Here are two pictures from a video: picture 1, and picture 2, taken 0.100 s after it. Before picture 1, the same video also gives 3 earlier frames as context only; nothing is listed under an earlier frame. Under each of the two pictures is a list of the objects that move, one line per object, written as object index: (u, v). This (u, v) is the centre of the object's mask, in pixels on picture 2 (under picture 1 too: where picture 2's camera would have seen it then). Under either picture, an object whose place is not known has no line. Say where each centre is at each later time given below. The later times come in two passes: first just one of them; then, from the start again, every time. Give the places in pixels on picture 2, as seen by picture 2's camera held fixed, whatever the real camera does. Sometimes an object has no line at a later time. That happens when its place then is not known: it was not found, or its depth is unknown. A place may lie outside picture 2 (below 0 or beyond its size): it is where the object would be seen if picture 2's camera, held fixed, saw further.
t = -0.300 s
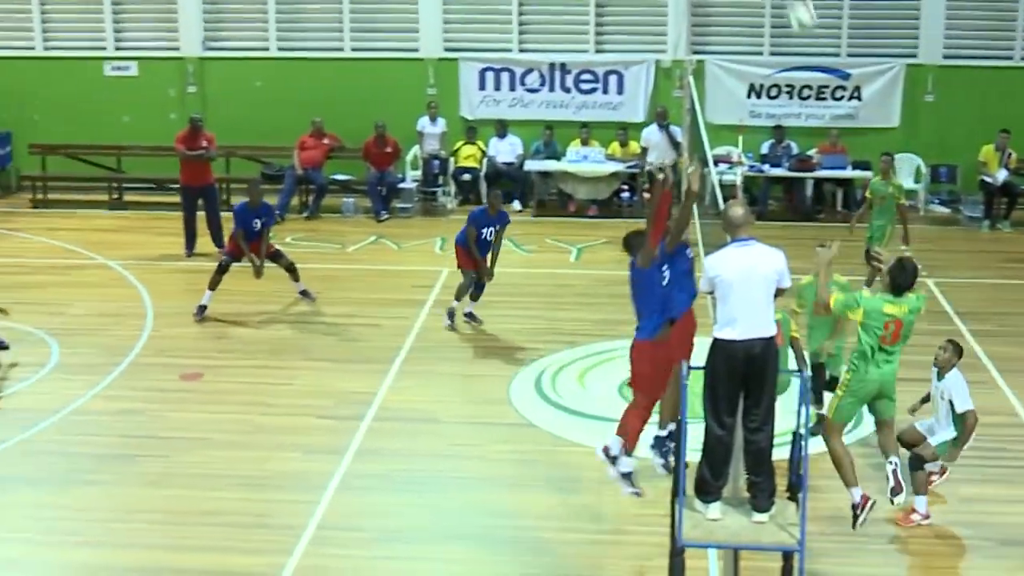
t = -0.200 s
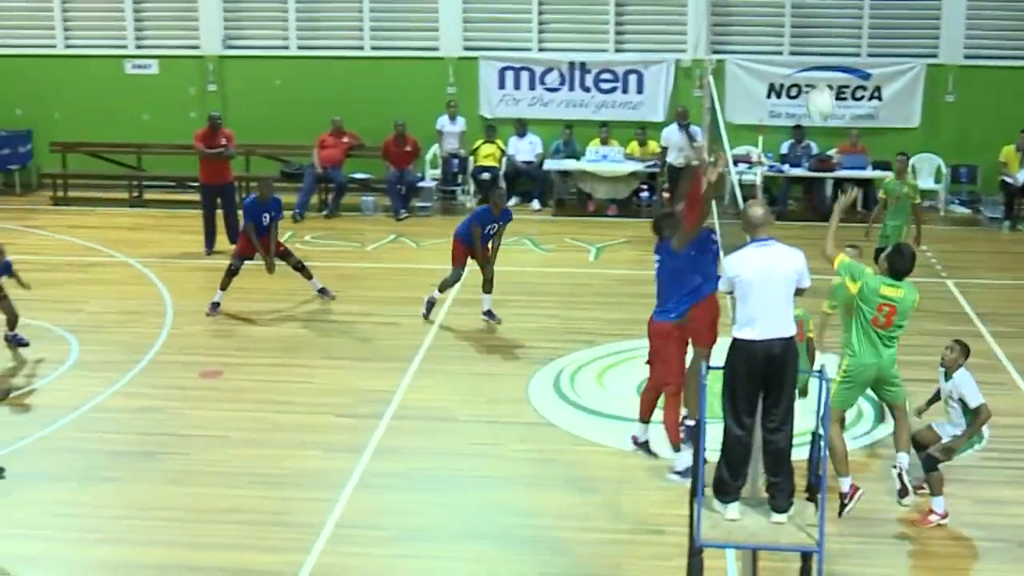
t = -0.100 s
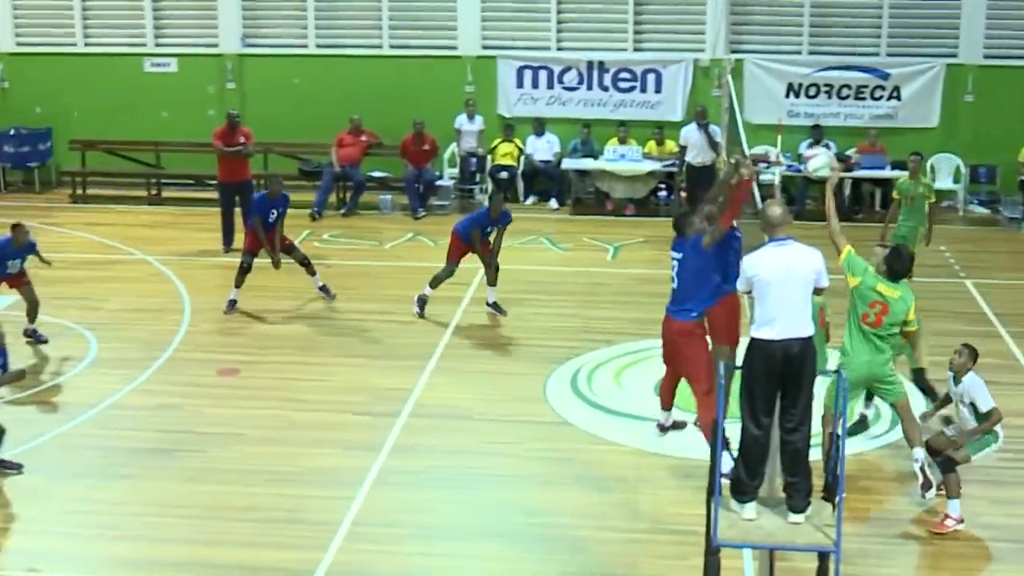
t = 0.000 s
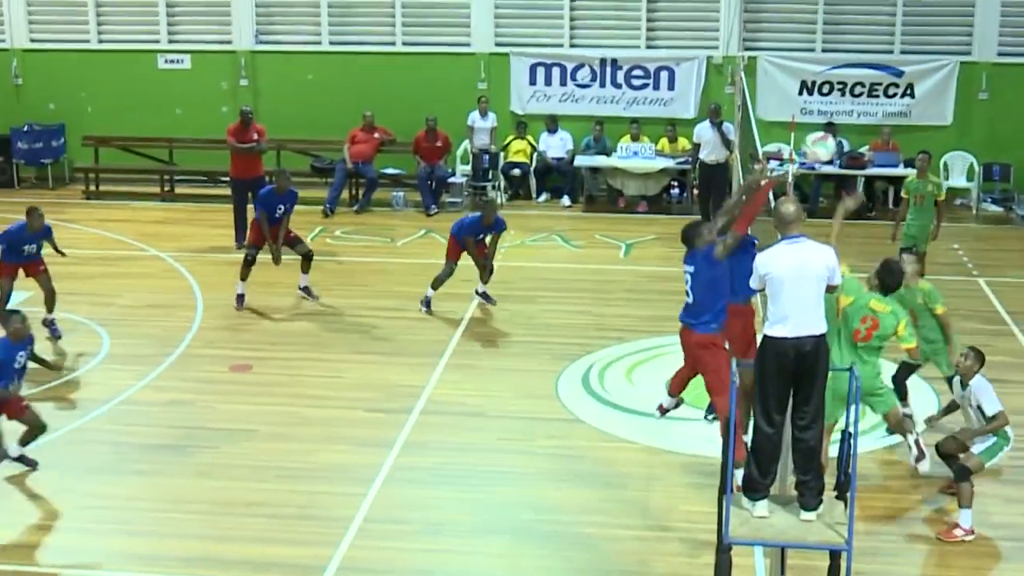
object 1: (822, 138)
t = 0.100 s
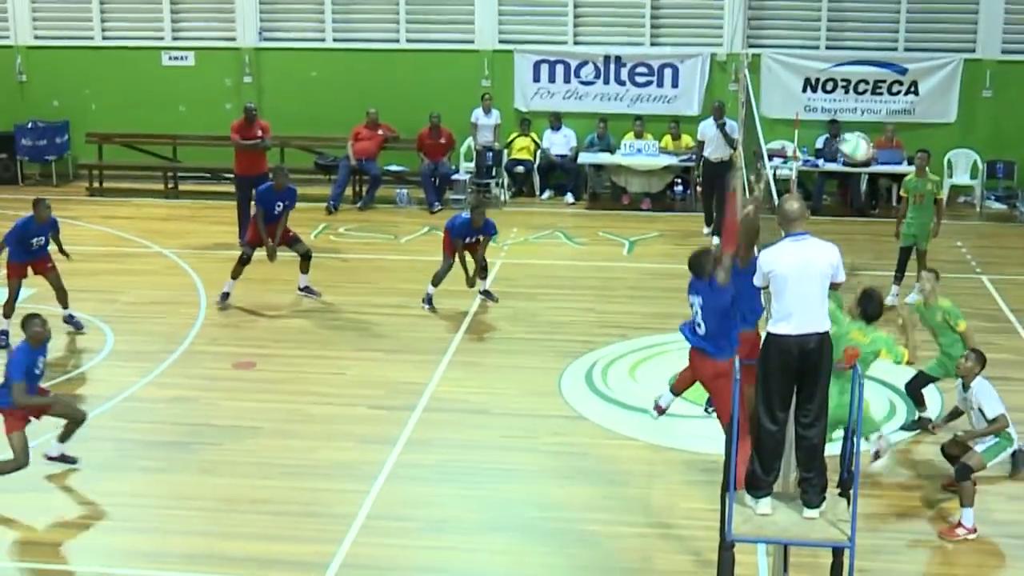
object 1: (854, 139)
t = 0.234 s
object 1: (894, 164)
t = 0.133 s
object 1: (867, 142)
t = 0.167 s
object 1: (876, 148)
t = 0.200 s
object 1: (884, 155)
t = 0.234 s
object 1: (894, 164)
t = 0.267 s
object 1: (900, 173)
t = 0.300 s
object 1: (912, 184)
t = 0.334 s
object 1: (919, 194)
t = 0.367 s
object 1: (927, 211)
